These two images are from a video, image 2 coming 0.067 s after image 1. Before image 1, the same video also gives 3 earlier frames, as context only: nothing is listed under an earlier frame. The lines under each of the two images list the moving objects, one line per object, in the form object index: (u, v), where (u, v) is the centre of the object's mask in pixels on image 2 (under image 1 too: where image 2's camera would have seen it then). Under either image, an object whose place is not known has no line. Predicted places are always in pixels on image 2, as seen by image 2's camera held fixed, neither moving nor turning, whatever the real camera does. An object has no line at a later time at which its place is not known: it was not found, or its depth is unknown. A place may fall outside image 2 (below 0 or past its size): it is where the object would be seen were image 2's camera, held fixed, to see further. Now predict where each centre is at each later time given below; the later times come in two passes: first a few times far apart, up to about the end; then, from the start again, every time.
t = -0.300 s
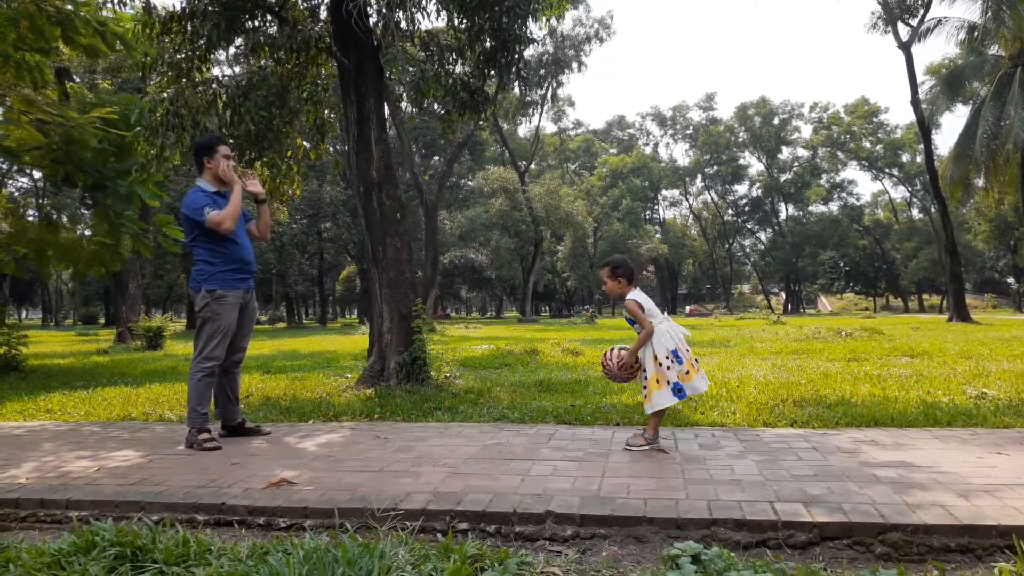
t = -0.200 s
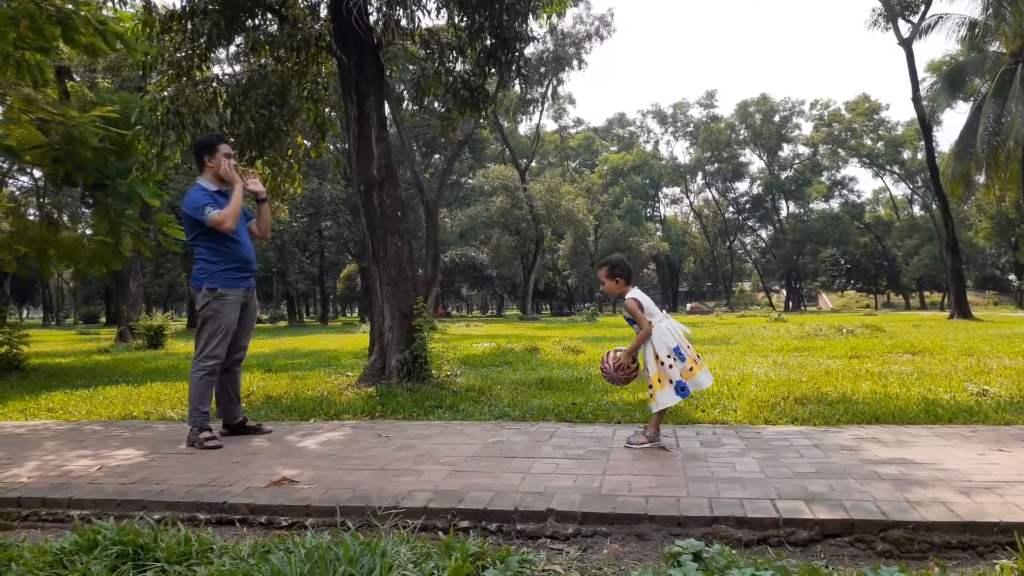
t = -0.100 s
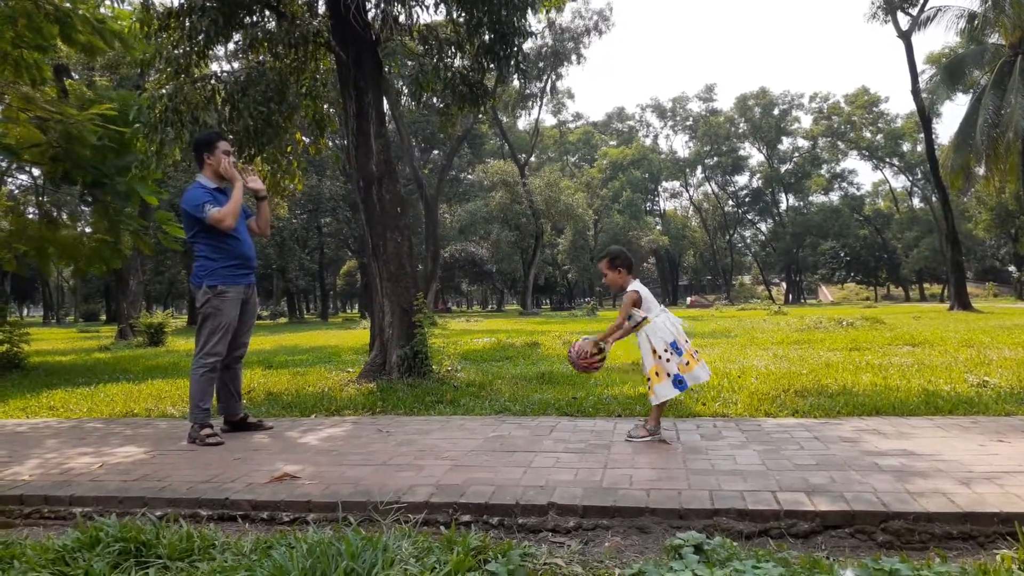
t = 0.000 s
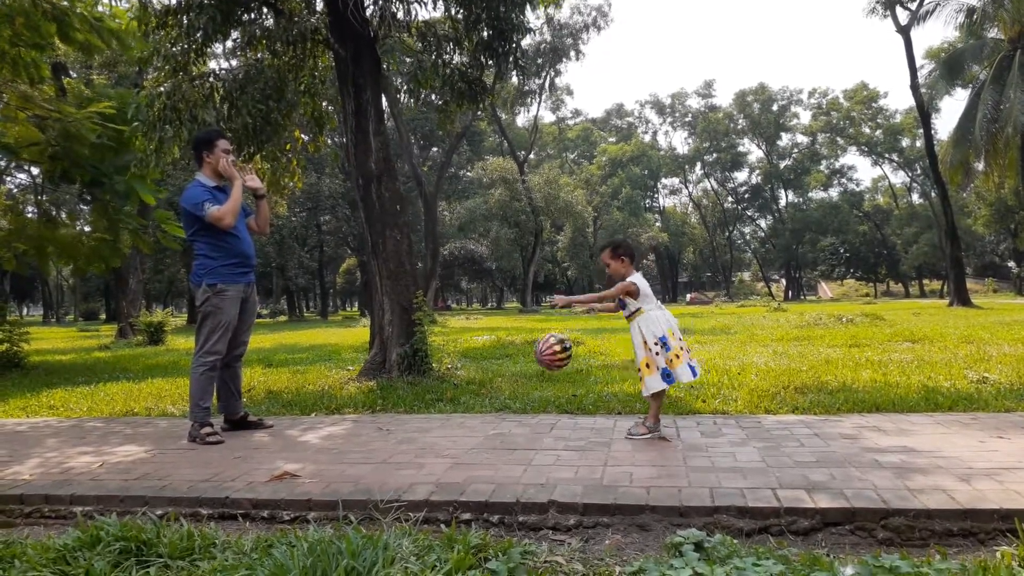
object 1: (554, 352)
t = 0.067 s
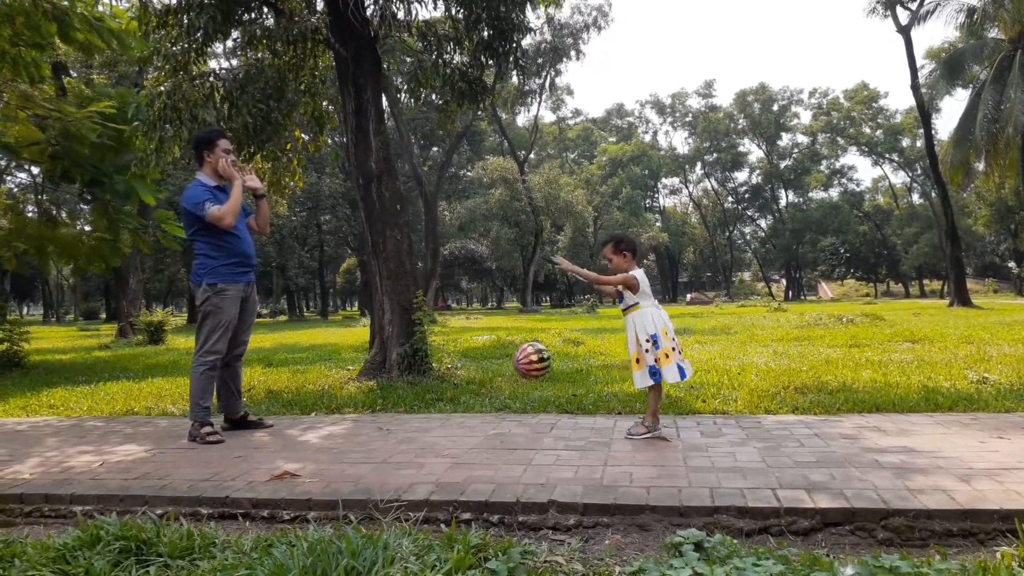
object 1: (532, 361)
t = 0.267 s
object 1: (477, 406)
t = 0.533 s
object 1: (448, 371)
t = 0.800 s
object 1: (421, 396)
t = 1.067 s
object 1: (384, 400)
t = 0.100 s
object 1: (521, 369)
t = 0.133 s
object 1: (511, 378)
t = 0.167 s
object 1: (501, 389)
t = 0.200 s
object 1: (490, 403)
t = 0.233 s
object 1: (481, 417)
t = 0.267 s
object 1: (477, 406)
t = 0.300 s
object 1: (472, 396)
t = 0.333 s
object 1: (468, 385)
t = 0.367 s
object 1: (463, 379)
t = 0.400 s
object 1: (461, 374)
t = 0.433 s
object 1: (457, 370)
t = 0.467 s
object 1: (454, 369)
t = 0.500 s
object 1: (451, 370)
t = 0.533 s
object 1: (448, 371)
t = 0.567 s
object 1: (446, 374)
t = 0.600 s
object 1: (443, 379)
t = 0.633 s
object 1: (439, 386)
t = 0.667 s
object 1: (436, 394)
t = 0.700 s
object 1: (433, 405)
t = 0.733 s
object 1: (430, 414)
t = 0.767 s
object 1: (425, 404)
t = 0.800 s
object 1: (421, 396)
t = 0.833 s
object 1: (416, 389)
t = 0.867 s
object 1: (413, 385)
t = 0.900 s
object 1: (407, 382)
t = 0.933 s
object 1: (403, 382)
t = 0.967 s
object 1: (397, 383)
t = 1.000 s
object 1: (393, 386)
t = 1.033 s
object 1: (389, 392)
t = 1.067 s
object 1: (384, 400)
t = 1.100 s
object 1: (381, 409)
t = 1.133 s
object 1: (379, 405)
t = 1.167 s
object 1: (378, 397)
